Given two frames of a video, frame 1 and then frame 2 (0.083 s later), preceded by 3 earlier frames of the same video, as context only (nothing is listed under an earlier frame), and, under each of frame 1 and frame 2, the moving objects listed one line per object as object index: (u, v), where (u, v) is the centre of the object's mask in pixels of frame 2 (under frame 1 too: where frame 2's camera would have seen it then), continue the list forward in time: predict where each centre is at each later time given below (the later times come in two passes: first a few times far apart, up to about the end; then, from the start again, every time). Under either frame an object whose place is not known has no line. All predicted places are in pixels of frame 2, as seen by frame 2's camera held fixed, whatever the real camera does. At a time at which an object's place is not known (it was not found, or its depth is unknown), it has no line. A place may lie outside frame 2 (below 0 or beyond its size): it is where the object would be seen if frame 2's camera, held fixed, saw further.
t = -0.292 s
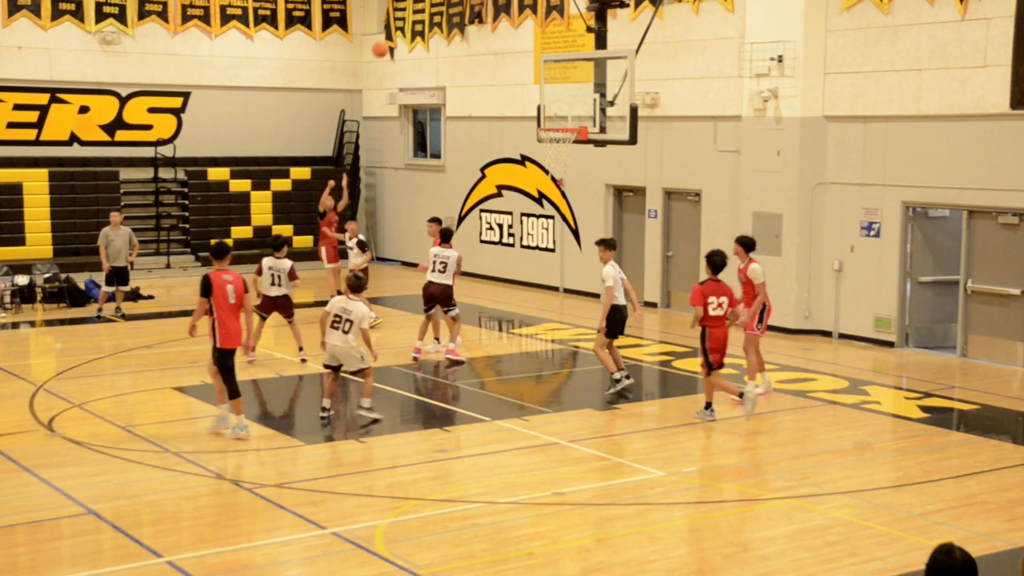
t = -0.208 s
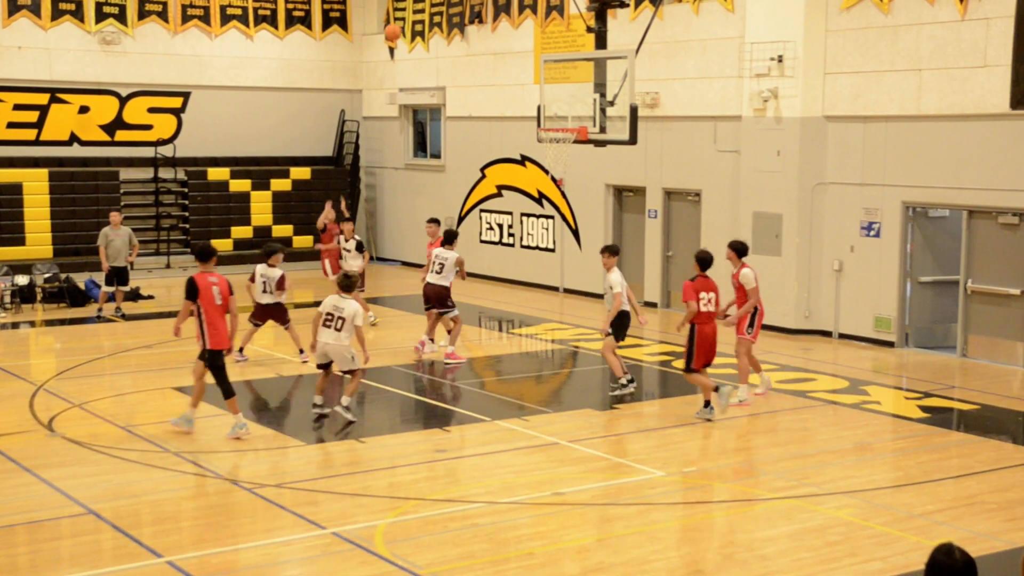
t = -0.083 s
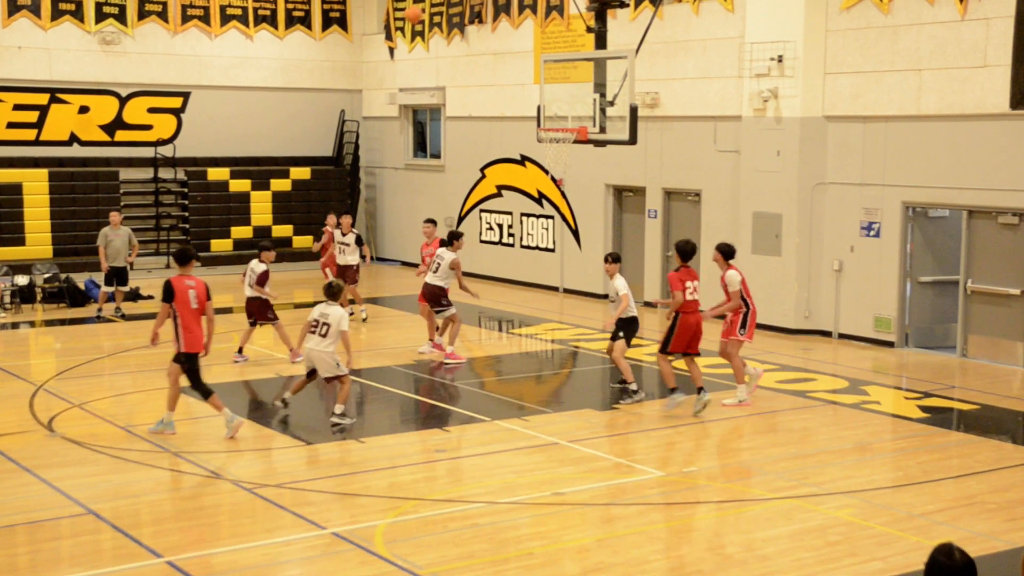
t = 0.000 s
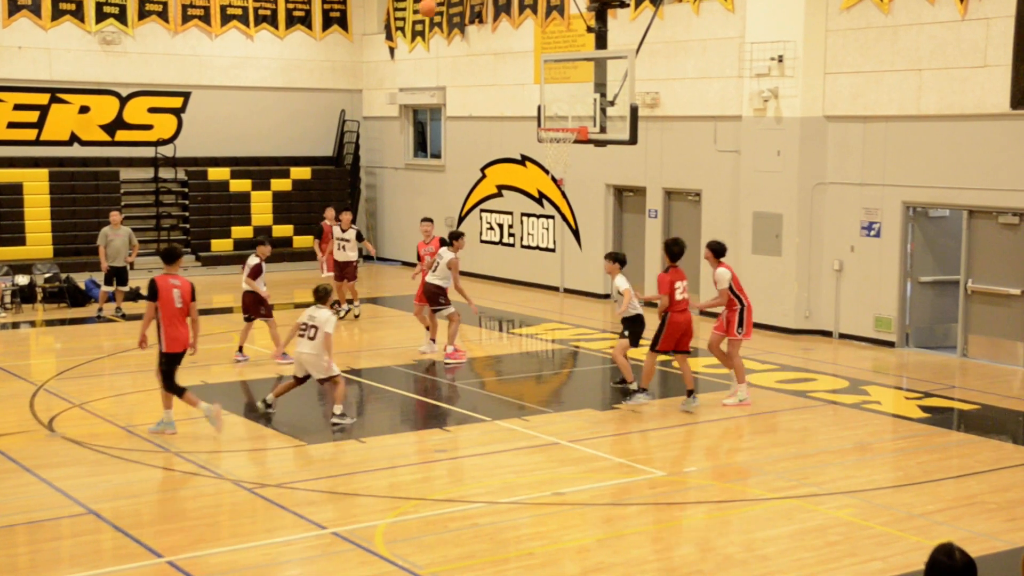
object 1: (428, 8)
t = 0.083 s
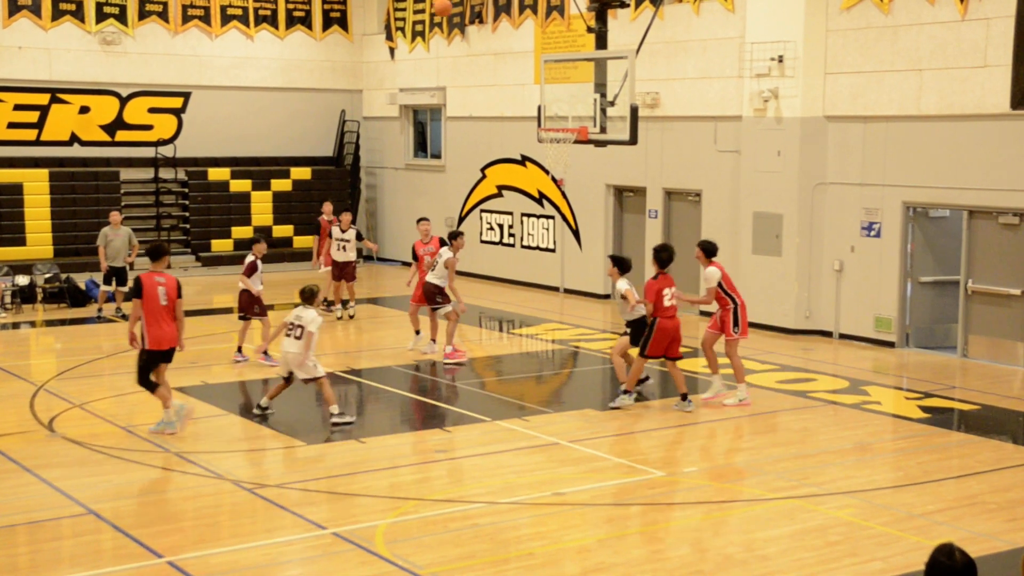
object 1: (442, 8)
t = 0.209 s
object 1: (466, 16)
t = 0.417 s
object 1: (506, 57)
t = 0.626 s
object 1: (547, 117)
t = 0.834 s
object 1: (579, 114)
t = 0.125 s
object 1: (451, 9)
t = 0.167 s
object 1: (457, 12)
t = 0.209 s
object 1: (466, 16)
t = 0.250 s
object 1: (473, 20)
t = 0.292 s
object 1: (481, 27)
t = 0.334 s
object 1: (489, 36)
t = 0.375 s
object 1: (497, 46)
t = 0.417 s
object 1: (506, 57)
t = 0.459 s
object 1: (514, 70)
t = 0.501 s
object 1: (523, 84)
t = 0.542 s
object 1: (531, 100)
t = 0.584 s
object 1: (540, 118)
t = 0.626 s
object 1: (547, 117)
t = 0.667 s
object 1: (553, 114)
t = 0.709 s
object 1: (559, 112)
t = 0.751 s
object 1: (566, 111)
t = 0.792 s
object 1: (572, 112)
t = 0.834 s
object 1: (579, 114)
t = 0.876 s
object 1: (585, 117)
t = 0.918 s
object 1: (592, 122)
